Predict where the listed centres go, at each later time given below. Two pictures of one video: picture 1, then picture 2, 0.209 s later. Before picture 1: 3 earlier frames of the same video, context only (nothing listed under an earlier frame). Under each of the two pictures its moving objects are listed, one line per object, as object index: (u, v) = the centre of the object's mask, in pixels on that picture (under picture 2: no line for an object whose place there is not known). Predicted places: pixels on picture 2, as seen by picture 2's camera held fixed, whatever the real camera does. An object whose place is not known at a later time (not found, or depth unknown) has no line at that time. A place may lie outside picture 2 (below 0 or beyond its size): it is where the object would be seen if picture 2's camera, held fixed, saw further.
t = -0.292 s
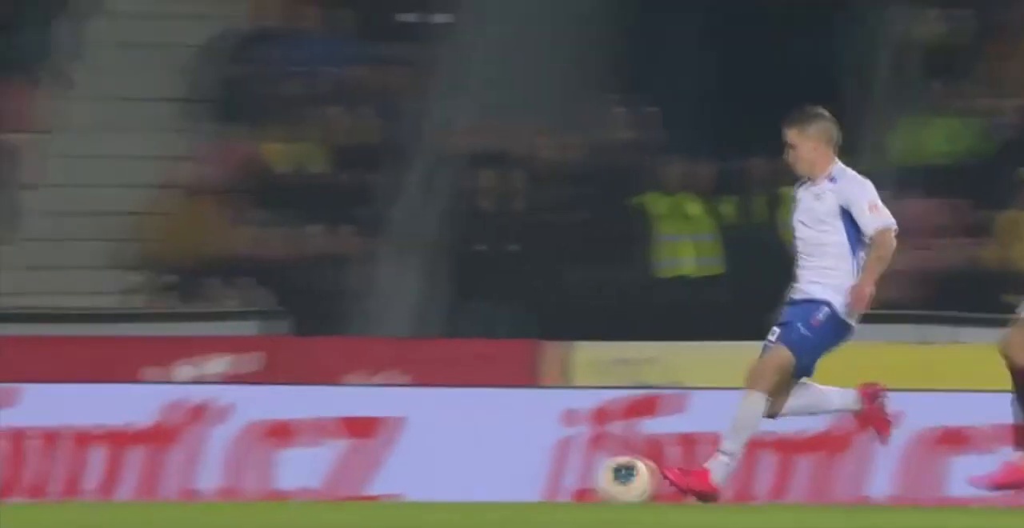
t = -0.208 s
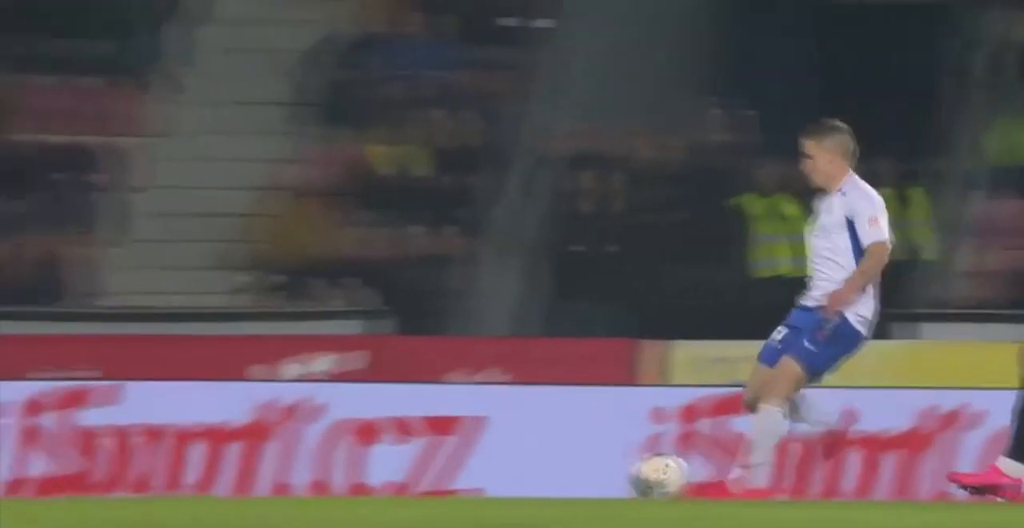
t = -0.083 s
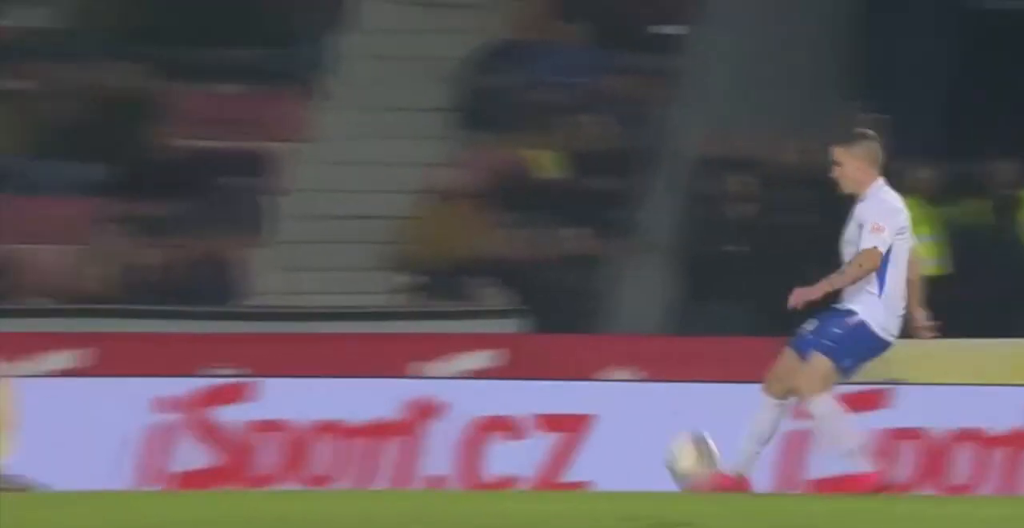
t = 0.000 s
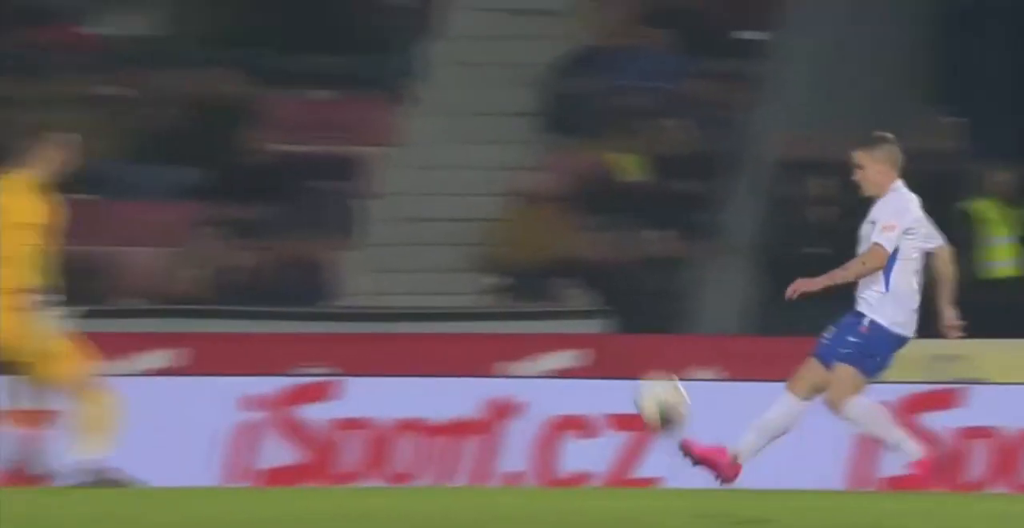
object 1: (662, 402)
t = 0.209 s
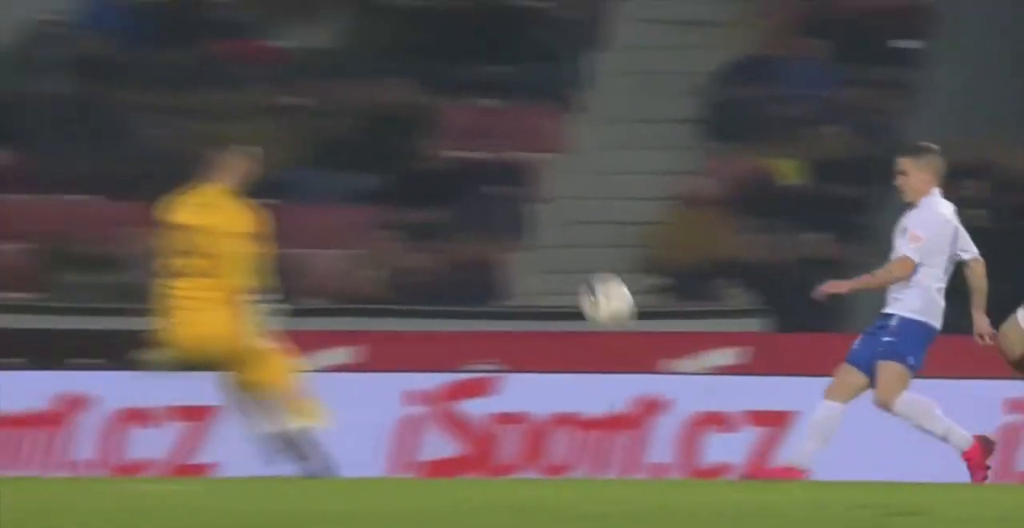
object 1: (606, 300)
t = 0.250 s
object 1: (566, 285)
